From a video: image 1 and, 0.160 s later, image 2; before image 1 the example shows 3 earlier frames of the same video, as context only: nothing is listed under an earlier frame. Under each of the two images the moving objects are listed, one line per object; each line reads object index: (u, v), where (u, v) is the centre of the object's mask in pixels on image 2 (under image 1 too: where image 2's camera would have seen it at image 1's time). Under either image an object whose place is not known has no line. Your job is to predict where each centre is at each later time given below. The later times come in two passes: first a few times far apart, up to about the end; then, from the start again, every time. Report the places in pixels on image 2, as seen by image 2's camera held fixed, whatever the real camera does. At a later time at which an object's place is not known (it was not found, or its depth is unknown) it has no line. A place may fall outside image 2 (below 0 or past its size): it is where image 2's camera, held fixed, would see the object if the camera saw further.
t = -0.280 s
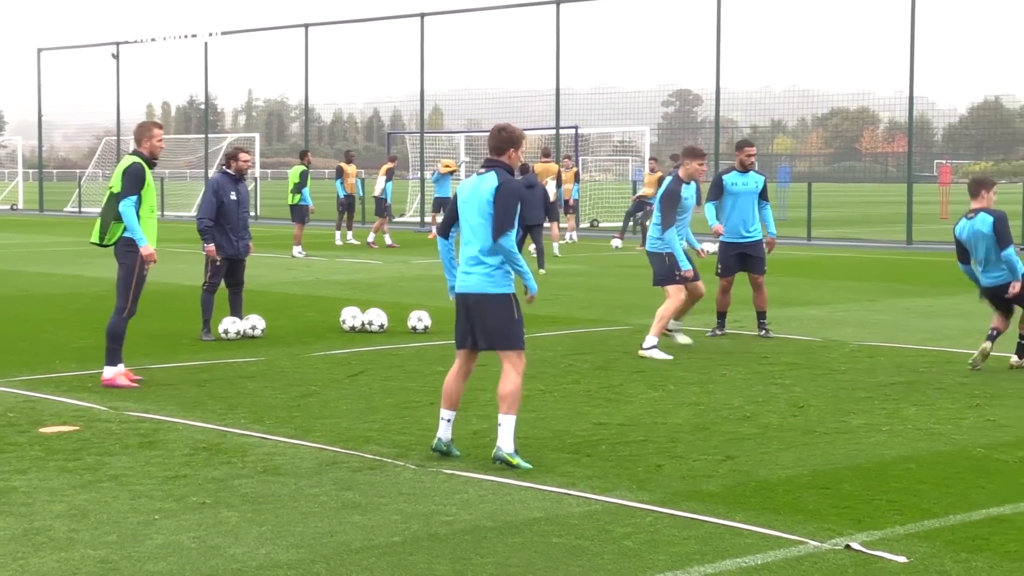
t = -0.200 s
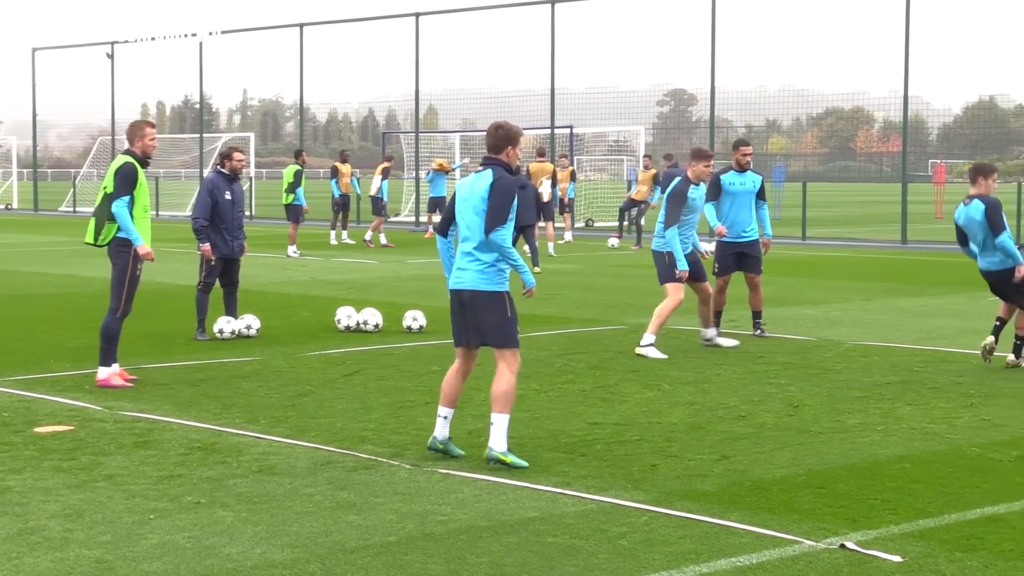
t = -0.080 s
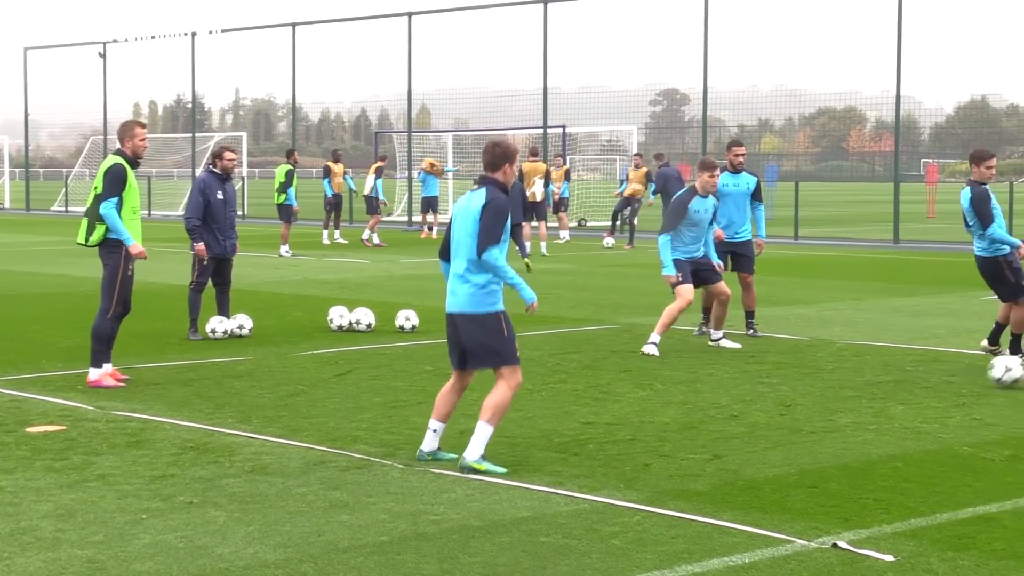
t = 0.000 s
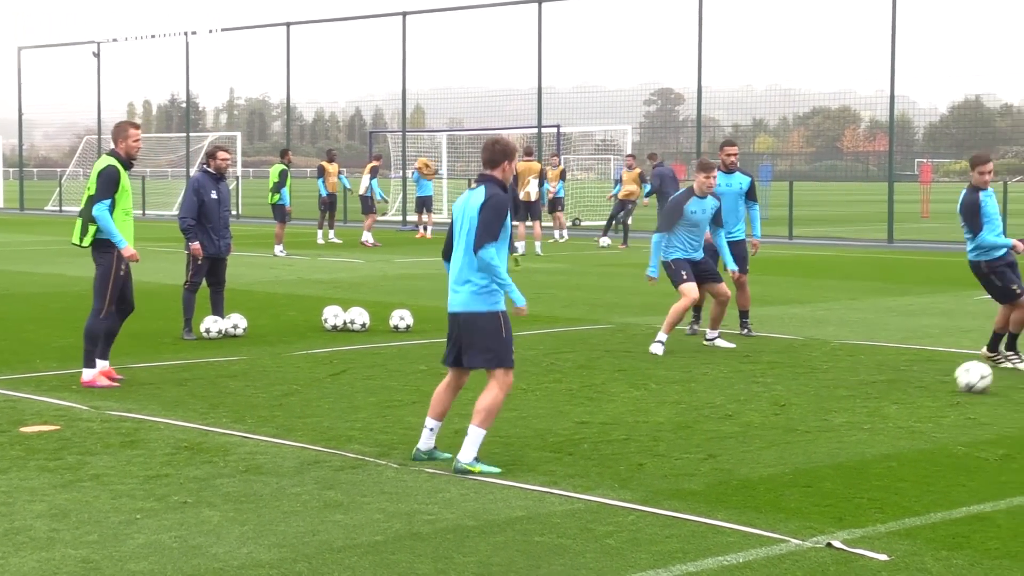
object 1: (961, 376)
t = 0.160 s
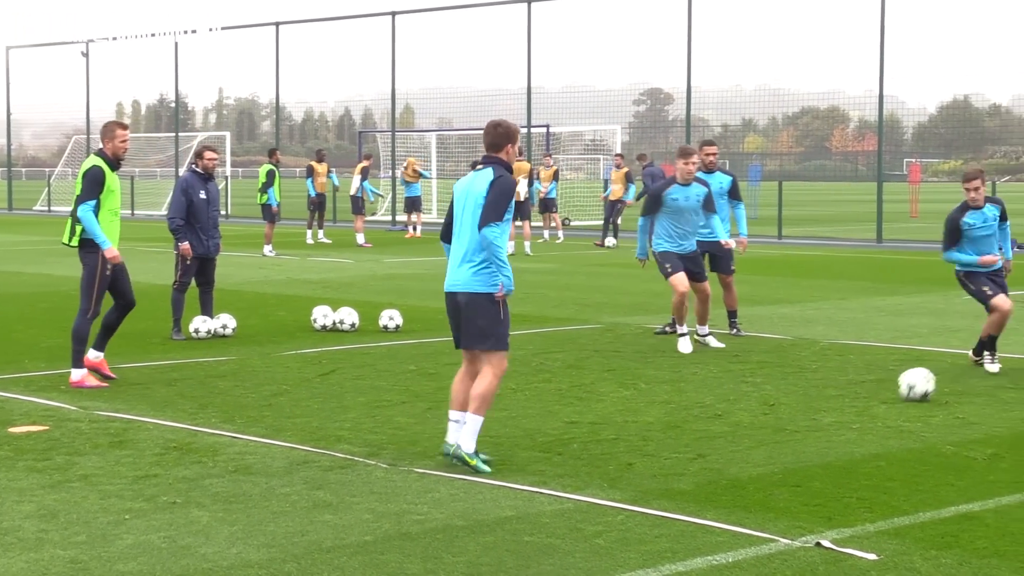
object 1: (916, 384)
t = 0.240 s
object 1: (898, 389)
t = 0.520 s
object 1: (846, 403)
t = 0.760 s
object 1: (805, 415)
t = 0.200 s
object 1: (907, 388)
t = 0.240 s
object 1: (898, 389)
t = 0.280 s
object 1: (891, 391)
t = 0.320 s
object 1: (883, 393)
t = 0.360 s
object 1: (876, 396)
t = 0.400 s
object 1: (868, 396)
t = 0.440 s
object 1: (860, 398)
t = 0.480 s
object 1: (852, 400)
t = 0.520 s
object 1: (846, 403)
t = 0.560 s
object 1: (839, 404)
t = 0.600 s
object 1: (831, 407)
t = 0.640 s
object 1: (824, 409)
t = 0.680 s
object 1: (817, 411)
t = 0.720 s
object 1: (811, 413)
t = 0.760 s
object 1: (805, 415)
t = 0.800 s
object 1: (798, 417)
